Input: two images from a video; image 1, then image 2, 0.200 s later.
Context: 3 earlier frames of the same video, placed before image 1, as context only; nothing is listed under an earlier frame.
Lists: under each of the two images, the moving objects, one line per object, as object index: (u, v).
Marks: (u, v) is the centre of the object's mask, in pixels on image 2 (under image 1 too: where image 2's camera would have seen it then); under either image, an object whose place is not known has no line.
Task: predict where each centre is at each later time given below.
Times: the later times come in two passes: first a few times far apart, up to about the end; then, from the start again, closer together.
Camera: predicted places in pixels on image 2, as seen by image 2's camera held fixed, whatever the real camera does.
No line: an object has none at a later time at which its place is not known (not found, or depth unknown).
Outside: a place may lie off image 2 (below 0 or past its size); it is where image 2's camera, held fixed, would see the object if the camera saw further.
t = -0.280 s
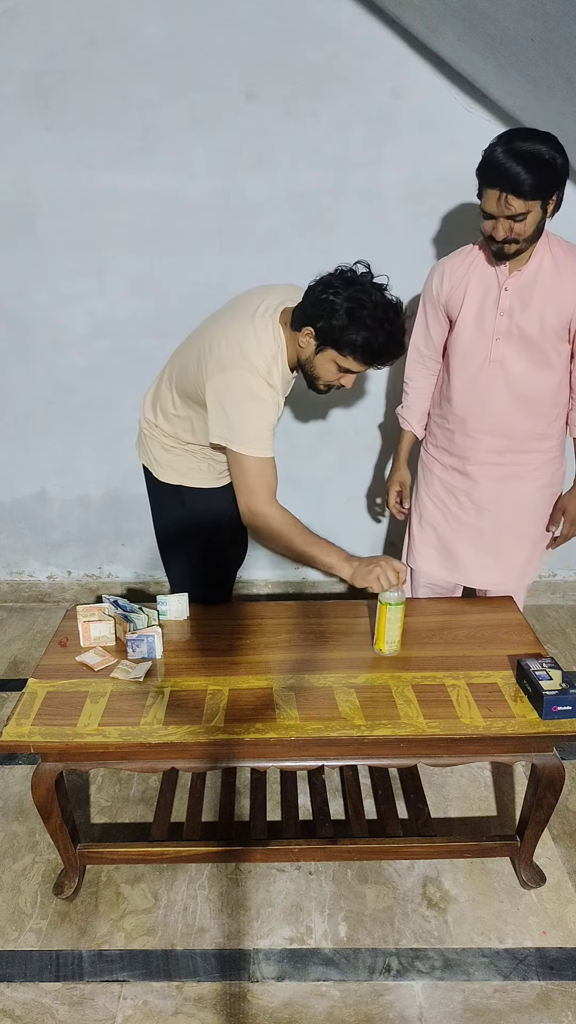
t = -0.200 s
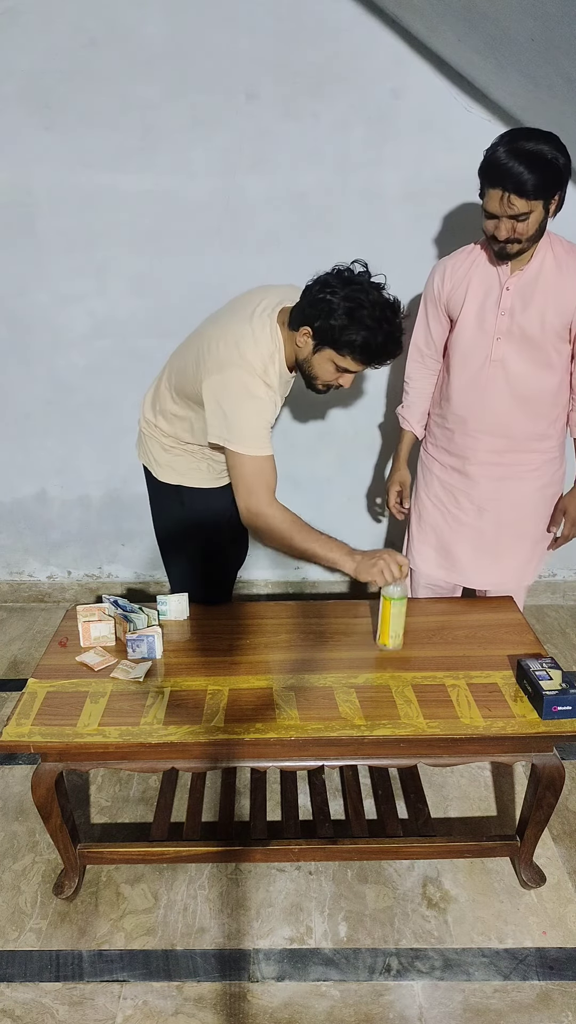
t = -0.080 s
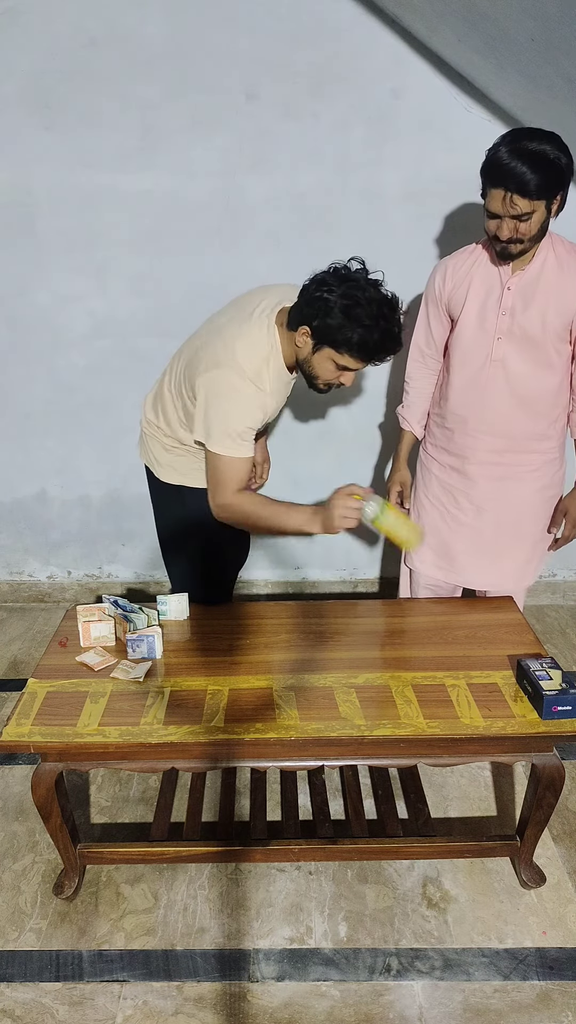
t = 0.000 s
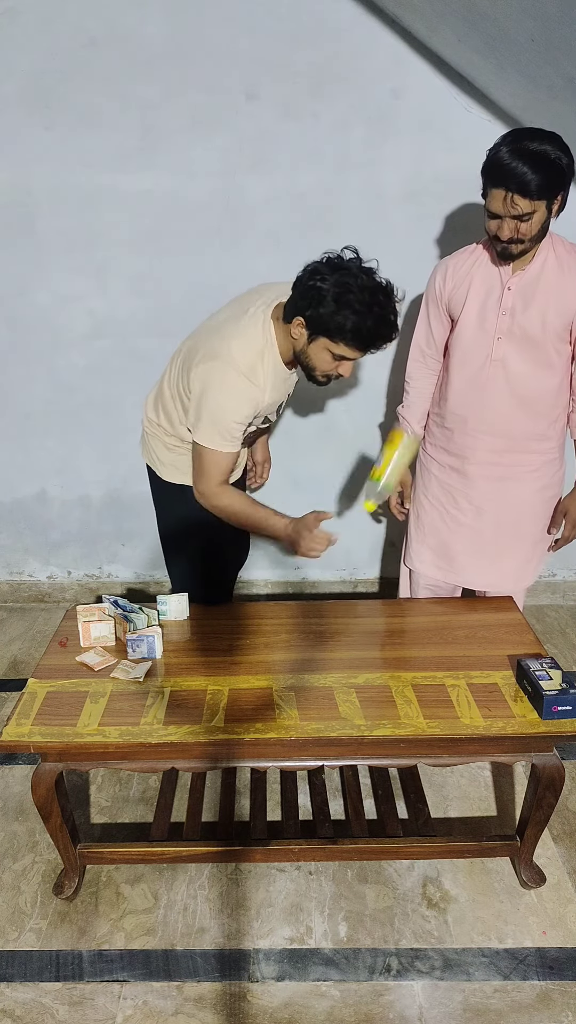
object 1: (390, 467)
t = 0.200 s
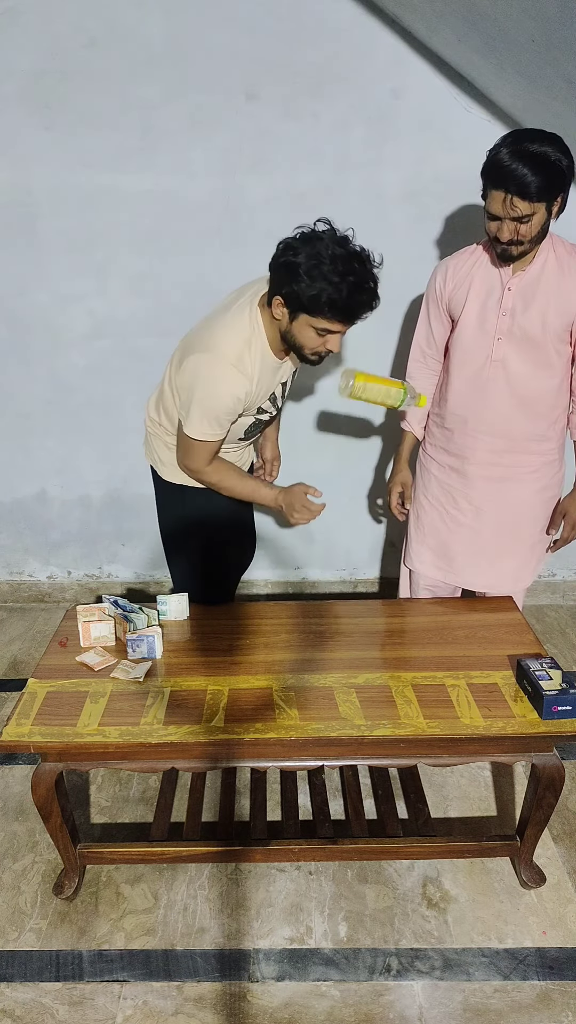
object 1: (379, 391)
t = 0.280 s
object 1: (371, 415)
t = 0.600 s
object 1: (331, 584)
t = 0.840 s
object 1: (280, 604)
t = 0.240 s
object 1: (376, 399)
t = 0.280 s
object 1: (371, 415)
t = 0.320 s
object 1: (368, 434)
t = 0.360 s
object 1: (365, 460)
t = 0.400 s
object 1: (361, 491)
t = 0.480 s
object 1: (355, 570)
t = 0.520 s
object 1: (348, 587)
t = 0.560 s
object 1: (339, 585)
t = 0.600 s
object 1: (331, 584)
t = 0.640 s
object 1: (320, 587)
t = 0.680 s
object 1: (307, 592)
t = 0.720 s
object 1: (293, 603)
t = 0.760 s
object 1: (287, 606)
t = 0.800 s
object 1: (282, 606)
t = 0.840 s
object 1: (280, 604)
